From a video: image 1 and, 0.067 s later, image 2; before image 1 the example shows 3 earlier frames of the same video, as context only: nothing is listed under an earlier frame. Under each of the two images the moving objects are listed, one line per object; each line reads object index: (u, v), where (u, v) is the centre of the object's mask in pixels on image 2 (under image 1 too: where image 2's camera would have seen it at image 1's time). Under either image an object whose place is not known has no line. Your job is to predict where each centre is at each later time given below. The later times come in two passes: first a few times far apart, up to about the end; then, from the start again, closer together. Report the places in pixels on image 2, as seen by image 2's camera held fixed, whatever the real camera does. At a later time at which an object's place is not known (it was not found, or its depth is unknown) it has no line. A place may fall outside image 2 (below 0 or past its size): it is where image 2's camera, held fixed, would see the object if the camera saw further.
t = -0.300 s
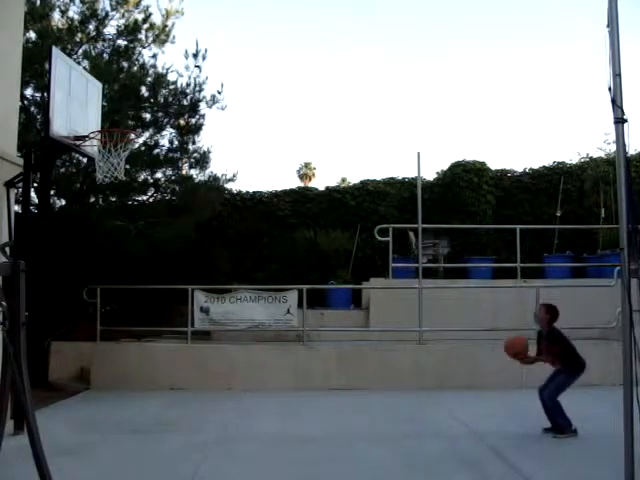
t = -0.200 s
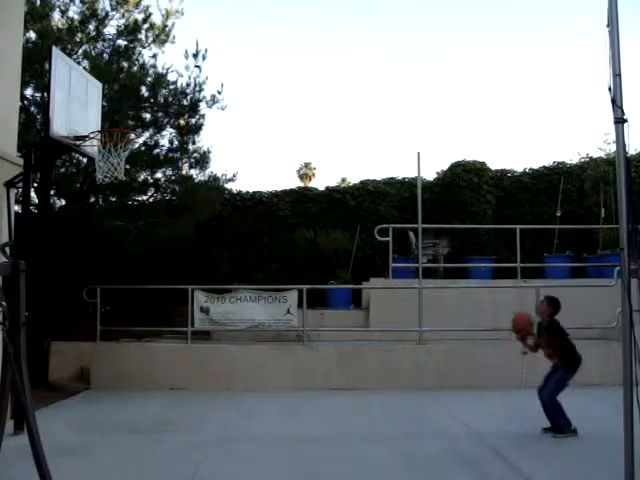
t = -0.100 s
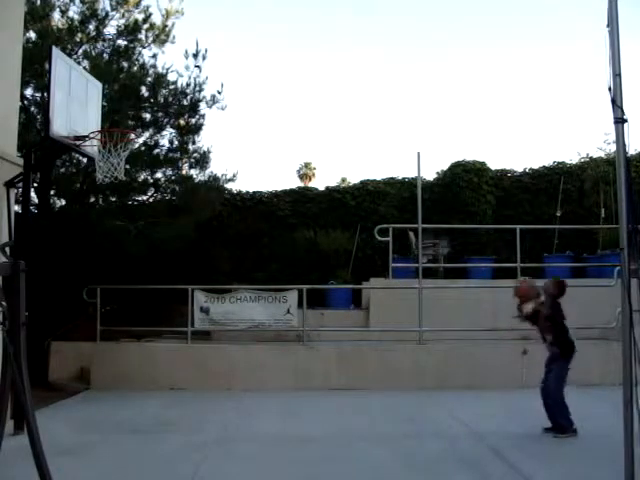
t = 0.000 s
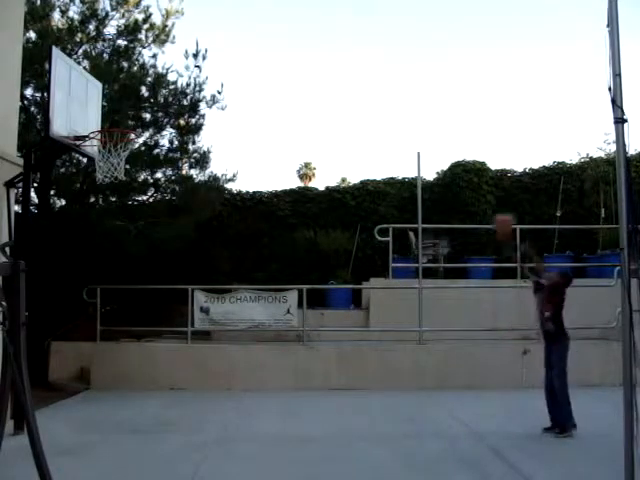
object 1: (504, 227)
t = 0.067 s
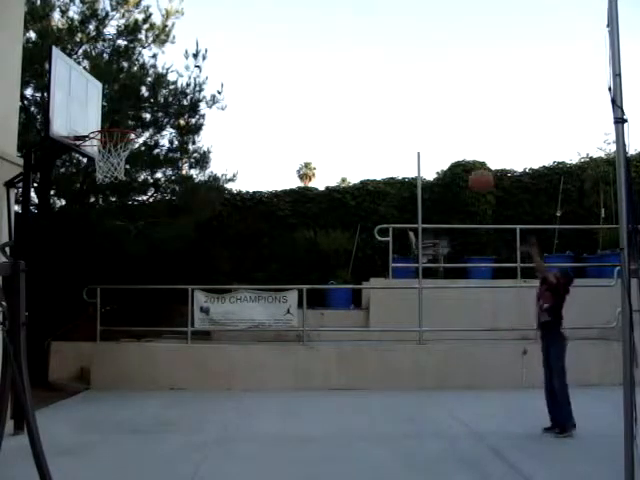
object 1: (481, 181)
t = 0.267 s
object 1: (413, 79)
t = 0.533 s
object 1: (326, 10)
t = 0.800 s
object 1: (241, 9)
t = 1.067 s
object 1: (156, 72)
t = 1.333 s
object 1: (90, 171)
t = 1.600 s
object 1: (61, 259)
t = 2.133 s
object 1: (47, 304)
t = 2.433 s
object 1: (67, 239)
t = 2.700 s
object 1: (84, 263)
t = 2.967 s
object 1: (102, 375)
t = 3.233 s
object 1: (117, 380)
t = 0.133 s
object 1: (458, 142)
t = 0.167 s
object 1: (447, 124)
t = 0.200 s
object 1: (435, 108)
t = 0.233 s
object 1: (424, 93)
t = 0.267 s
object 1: (413, 79)
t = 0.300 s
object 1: (402, 66)
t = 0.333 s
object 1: (391, 55)
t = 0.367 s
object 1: (380, 44)
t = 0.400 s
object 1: (369, 35)
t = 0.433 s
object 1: (358, 27)
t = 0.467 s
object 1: (347, 20)
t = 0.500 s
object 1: (337, 14)
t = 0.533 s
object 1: (326, 10)
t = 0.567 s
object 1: (315, 8)
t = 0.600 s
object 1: (305, 7)
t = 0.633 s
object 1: (294, 6)
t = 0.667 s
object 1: (284, 6)
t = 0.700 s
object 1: (273, 6)
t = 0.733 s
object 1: (262, 6)
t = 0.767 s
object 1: (252, 8)
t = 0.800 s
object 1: (241, 9)
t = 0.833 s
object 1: (231, 13)
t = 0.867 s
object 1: (220, 18)
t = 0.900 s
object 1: (210, 25)
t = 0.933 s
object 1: (199, 33)
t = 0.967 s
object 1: (189, 41)
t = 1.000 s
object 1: (178, 51)
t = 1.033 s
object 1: (168, 62)
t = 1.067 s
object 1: (156, 72)
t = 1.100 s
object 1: (146, 87)
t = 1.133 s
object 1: (136, 100)
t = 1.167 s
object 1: (126, 117)
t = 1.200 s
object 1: (116, 128)
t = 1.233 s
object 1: (104, 149)
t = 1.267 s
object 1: (98, 162)
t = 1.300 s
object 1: (93, 166)
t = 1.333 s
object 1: (90, 171)
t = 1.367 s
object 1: (88, 178)
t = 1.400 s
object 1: (83, 183)
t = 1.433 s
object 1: (80, 195)
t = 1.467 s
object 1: (76, 206)
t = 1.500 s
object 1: (73, 217)
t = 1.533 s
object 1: (70, 230)
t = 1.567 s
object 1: (66, 244)
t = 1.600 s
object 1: (61, 259)
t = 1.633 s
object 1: (57, 275)
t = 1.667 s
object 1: (54, 293)
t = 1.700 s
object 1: (50, 311)
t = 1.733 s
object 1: (46, 331)
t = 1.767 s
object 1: (40, 353)
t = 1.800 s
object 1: (40, 374)
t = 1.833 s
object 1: (39, 396)
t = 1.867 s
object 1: (28, 424)
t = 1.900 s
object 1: (28, 424)
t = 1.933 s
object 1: (39, 397)
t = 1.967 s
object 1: (39, 377)
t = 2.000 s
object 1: (39, 360)
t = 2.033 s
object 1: (39, 346)
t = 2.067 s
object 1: (42, 331)
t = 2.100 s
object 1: (45, 317)
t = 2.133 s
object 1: (47, 304)
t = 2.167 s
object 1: (49, 292)
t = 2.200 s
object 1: (52, 281)
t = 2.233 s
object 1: (54, 271)
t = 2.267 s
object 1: (56, 263)
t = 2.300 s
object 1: (58, 256)
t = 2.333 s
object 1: (61, 250)
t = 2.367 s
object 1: (62, 245)
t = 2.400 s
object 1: (64, 241)
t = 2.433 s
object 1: (67, 239)
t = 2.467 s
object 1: (69, 237)
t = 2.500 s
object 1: (71, 237)
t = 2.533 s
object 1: (73, 238)
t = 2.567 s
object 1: (75, 241)
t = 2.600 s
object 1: (77, 243)
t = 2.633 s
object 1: (80, 249)
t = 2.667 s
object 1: (82, 255)
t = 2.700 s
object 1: (84, 263)
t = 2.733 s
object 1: (86, 272)
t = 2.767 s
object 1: (88, 283)
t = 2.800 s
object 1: (90, 295)
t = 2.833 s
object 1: (92, 307)
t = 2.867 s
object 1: (94, 322)
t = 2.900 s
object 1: (97, 339)
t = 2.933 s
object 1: (99, 359)
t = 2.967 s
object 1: (102, 375)
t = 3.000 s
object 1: (105, 398)
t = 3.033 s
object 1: (107, 421)
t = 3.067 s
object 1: (109, 445)
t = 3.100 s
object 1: (111, 446)
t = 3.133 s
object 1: (113, 428)
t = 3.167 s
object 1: (114, 411)
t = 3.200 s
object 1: (115, 396)
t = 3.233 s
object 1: (117, 380)
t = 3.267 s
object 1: (119, 366)
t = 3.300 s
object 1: (122, 351)
